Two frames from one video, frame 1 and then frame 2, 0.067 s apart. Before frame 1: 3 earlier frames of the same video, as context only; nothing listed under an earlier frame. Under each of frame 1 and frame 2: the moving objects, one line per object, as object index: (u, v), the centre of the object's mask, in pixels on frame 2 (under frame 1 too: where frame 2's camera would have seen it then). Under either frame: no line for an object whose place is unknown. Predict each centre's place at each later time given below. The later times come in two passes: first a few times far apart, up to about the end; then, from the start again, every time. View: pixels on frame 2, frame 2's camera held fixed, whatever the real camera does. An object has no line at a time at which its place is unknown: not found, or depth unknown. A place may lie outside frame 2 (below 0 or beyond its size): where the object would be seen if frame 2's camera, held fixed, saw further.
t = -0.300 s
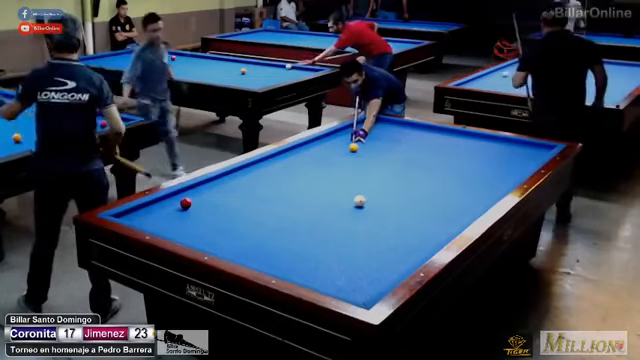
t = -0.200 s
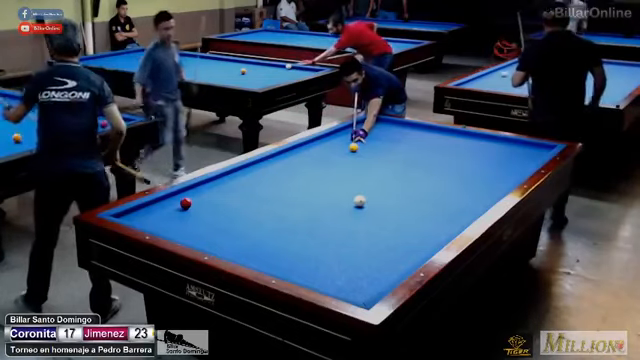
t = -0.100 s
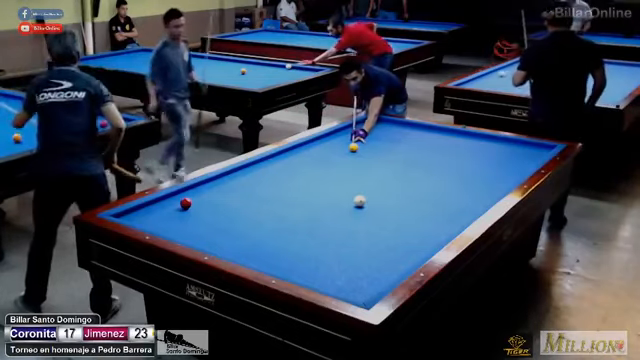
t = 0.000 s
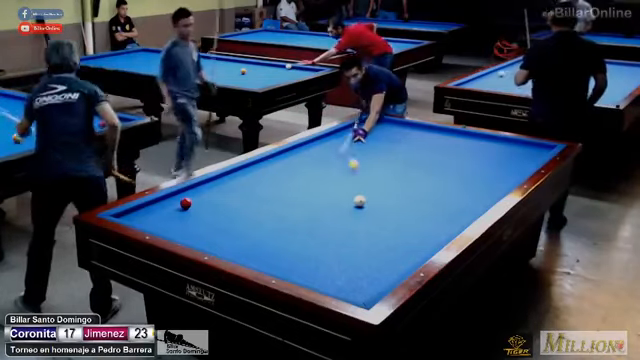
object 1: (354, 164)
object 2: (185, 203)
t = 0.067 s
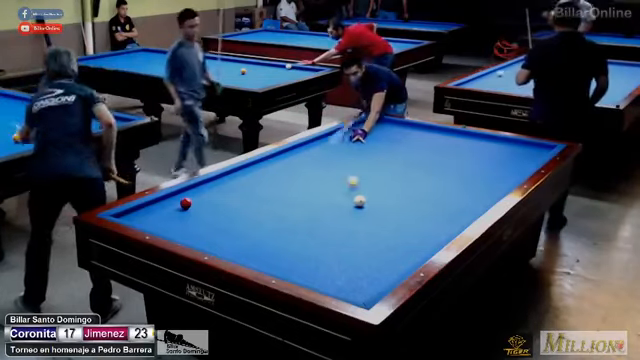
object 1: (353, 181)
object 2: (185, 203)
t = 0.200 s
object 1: (313, 205)
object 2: (185, 203)
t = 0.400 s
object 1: (218, 230)
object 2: (185, 203)
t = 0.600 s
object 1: (190, 214)
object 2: (185, 203)
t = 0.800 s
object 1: (221, 199)
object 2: (185, 197)
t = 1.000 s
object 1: (221, 181)
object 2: (204, 203)
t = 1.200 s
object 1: (248, 173)
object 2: (190, 209)
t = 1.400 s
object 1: (283, 168)
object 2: (181, 214)
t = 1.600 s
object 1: (315, 164)
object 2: (173, 218)
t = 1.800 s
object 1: (347, 159)
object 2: (164, 224)
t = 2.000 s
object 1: (377, 154)
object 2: (156, 228)
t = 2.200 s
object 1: (405, 150)
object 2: (162, 227)
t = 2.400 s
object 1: (431, 147)
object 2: (169, 225)
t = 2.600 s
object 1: (456, 143)
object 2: (176, 223)
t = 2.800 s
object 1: (481, 139)
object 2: (182, 222)
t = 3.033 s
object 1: (502, 140)
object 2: (189, 220)
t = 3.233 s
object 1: (514, 147)
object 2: (195, 218)
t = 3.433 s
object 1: (527, 153)
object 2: (200, 217)
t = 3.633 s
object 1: (531, 158)
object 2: (205, 216)
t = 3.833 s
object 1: (516, 160)
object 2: (210, 214)
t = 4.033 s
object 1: (500, 162)
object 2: (214, 214)
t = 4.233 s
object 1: (485, 164)
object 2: (218, 213)
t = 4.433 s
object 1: (469, 166)
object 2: (221, 212)
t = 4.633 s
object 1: (454, 168)
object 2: (225, 211)
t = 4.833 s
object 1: (438, 169)
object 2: (228, 211)
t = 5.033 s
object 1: (423, 171)
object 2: (230, 210)
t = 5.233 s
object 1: (407, 173)
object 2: (233, 210)
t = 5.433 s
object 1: (392, 175)
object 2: (235, 210)
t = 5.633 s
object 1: (377, 177)
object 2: (236, 210)
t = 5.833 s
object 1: (362, 178)
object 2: (237, 209)
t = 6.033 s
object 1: (346, 180)
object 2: (238, 209)
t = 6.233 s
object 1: (331, 182)
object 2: (239, 209)
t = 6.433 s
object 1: (316, 184)
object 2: (239, 209)
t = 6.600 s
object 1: (304, 185)
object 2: (239, 210)
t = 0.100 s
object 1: (352, 191)
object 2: (185, 203)
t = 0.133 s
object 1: (344, 198)
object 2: (185, 203)
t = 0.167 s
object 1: (329, 202)
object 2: (185, 203)
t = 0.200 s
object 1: (313, 205)
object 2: (185, 203)
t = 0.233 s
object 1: (297, 209)
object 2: (185, 203)
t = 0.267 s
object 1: (280, 214)
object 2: (185, 203)
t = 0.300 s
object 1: (264, 217)
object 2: (185, 203)
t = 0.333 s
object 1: (249, 221)
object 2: (185, 203)
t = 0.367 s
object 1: (233, 225)
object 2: (185, 203)
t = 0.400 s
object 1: (218, 230)
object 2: (185, 203)
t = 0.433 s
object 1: (202, 234)
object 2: (185, 203)
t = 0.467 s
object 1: (186, 235)
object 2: (185, 203)
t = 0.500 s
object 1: (184, 232)
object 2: (185, 203)
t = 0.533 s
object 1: (186, 226)
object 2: (185, 203)
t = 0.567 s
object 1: (188, 220)
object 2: (185, 203)
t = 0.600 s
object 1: (190, 214)
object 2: (185, 203)
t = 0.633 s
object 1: (190, 209)
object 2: (185, 202)
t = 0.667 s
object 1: (196, 206)
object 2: (182, 201)
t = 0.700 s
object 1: (203, 204)
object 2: (176, 197)
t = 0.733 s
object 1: (210, 202)
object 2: (173, 196)
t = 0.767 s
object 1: (216, 200)
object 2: (178, 196)
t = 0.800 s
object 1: (221, 199)
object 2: (185, 197)
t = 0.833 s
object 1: (225, 197)
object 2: (191, 198)
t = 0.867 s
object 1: (224, 193)
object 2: (196, 199)
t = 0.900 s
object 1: (224, 190)
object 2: (202, 200)
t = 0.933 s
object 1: (222, 187)
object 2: (207, 202)
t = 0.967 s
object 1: (222, 184)
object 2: (207, 203)
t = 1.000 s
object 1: (221, 181)
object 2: (204, 203)
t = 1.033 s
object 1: (221, 178)
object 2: (200, 204)
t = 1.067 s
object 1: (223, 176)
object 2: (197, 205)
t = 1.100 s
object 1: (228, 175)
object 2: (195, 206)
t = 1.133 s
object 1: (235, 175)
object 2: (193, 207)
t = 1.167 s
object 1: (243, 174)
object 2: (191, 208)
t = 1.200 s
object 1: (248, 173)
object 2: (190, 209)
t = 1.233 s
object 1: (254, 172)
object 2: (188, 209)
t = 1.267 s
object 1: (260, 171)
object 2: (187, 210)
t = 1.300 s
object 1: (266, 171)
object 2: (185, 211)
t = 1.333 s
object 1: (272, 170)
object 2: (184, 212)
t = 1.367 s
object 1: (278, 169)
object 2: (183, 213)
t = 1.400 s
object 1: (283, 168)
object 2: (181, 214)
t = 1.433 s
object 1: (289, 167)
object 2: (180, 215)
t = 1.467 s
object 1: (294, 166)
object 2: (178, 215)
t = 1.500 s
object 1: (300, 166)
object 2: (177, 216)
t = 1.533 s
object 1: (305, 165)
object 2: (175, 217)
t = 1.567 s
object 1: (311, 164)
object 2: (174, 218)
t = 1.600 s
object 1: (315, 164)
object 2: (173, 218)
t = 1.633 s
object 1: (321, 163)
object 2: (171, 220)
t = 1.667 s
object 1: (326, 162)
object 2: (170, 220)
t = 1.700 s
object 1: (331, 161)
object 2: (168, 221)
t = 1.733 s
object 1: (337, 161)
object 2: (167, 222)
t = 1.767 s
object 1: (342, 160)
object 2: (165, 223)
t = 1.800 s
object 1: (347, 159)
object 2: (164, 224)
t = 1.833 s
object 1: (351, 158)
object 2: (162, 225)
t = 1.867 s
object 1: (357, 157)
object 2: (161, 226)
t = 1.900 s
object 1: (362, 157)
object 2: (160, 226)
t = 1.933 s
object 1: (367, 156)
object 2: (159, 227)
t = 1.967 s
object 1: (372, 155)
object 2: (158, 227)
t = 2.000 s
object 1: (377, 154)
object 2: (156, 228)
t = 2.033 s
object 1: (382, 154)
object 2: (156, 228)
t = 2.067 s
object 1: (386, 153)
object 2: (157, 228)
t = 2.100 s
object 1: (391, 152)
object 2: (158, 228)
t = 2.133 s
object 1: (396, 152)
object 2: (160, 227)
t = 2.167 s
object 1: (400, 151)
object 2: (161, 227)
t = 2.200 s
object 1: (405, 150)
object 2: (162, 227)
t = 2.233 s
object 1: (410, 150)
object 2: (163, 227)
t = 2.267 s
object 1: (414, 149)
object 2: (164, 227)
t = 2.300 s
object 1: (418, 149)
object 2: (166, 226)
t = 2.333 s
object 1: (423, 148)
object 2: (167, 226)
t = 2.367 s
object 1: (427, 148)
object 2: (168, 225)
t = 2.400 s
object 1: (431, 147)
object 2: (169, 225)
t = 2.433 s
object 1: (435, 146)
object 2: (170, 225)
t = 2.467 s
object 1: (440, 146)
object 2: (171, 225)
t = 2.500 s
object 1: (444, 145)
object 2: (173, 224)
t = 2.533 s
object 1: (448, 144)
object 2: (174, 224)
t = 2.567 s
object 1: (452, 144)
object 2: (175, 224)
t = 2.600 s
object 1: (456, 143)
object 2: (176, 223)
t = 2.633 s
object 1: (460, 142)
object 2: (177, 223)
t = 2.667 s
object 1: (465, 142)
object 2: (178, 223)
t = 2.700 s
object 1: (469, 141)
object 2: (179, 222)
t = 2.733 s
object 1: (473, 141)
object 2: (180, 222)
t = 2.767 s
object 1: (476, 140)
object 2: (181, 222)
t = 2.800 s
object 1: (481, 139)
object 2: (182, 222)
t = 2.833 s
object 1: (485, 139)
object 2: (183, 221)
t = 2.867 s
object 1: (489, 139)
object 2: (185, 221)
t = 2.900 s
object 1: (492, 137)
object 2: (186, 221)
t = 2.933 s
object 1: (496, 137)
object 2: (187, 221)
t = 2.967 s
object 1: (498, 138)
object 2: (187, 220)
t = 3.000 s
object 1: (500, 139)
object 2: (189, 220)
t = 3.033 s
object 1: (502, 140)
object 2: (189, 220)
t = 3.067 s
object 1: (504, 141)
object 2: (190, 220)
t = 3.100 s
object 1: (506, 142)
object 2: (191, 219)
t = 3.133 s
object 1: (508, 143)
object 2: (192, 219)
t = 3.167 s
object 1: (510, 145)
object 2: (193, 219)
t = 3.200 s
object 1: (512, 146)
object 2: (194, 219)
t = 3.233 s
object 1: (514, 147)
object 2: (195, 218)
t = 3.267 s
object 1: (516, 148)
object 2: (196, 218)
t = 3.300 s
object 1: (518, 149)
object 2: (197, 218)
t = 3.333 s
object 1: (520, 150)
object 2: (198, 217)
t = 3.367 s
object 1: (523, 151)
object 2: (198, 217)
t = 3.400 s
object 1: (525, 152)
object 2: (199, 217)
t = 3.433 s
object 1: (527, 153)
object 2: (200, 217)
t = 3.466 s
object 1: (529, 154)
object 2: (201, 217)
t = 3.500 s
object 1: (531, 155)
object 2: (202, 217)
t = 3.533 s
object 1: (533, 157)
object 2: (203, 216)
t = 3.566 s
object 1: (535, 157)
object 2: (203, 216)
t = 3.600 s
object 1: (534, 158)
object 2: (205, 216)
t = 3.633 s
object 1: (531, 158)
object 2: (205, 216)
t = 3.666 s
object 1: (529, 159)
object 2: (206, 215)
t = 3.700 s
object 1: (527, 159)
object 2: (207, 215)
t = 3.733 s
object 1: (524, 160)
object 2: (208, 215)
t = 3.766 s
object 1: (521, 160)
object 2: (208, 215)
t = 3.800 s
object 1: (519, 160)
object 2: (209, 214)
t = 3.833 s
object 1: (516, 160)
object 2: (210, 214)
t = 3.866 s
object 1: (513, 160)
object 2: (210, 214)
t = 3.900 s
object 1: (511, 161)
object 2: (211, 214)
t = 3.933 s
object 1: (508, 161)
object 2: (212, 214)
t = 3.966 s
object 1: (505, 162)
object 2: (213, 214)
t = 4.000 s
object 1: (503, 162)
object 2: (213, 214)
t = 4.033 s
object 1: (500, 162)
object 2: (214, 214)
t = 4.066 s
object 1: (498, 162)
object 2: (215, 213)
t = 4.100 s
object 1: (495, 163)
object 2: (216, 213)
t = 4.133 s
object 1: (493, 163)
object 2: (216, 213)
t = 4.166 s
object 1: (490, 164)
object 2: (217, 213)
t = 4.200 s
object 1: (487, 164)
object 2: (217, 213)
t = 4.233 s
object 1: (485, 164)
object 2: (218, 213)
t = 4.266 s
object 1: (482, 165)
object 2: (219, 213)
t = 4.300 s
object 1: (479, 165)
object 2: (219, 213)
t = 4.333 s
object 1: (477, 165)
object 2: (220, 212)
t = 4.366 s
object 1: (474, 165)
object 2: (220, 212)
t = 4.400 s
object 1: (472, 166)
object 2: (221, 212)
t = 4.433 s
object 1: (469, 166)
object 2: (221, 212)
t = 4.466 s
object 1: (467, 166)
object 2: (222, 212)
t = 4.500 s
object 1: (464, 167)
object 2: (223, 212)
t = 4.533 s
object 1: (461, 167)
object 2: (223, 212)
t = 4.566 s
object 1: (459, 167)
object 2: (224, 212)
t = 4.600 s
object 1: (456, 167)
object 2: (224, 211)
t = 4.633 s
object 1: (454, 168)
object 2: (225, 211)
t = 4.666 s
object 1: (452, 168)
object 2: (225, 211)
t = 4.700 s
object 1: (449, 168)
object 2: (226, 211)
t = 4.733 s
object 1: (446, 168)
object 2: (226, 211)
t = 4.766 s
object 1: (443, 169)
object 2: (227, 211)
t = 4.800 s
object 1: (440, 169)
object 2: (227, 211)
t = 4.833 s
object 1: (438, 169)
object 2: (228, 211)
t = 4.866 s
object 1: (436, 170)
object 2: (228, 210)
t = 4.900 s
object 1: (433, 170)
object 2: (229, 210)
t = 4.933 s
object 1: (430, 170)
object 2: (229, 210)
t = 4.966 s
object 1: (428, 171)
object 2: (229, 210)
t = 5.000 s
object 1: (425, 171)
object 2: (230, 210)
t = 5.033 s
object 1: (423, 171)
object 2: (230, 210)
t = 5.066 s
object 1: (420, 172)
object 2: (231, 210)
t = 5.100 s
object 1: (418, 172)
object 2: (231, 210)
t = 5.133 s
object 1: (416, 172)
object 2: (232, 210)
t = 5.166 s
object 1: (413, 172)
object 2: (232, 210)
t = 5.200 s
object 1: (410, 173)
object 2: (232, 210)
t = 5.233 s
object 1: (407, 173)
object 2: (233, 210)
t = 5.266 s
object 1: (405, 173)
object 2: (233, 210)
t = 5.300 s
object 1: (402, 174)
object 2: (233, 210)
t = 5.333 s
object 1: (400, 174)
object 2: (234, 210)
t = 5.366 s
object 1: (397, 174)
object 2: (234, 210)
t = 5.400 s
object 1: (394, 175)
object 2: (234, 209)
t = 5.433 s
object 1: (392, 175)
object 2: (235, 210)
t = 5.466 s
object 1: (389, 175)
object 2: (235, 210)
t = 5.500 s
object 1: (387, 175)
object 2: (235, 210)
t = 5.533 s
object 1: (384, 176)
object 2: (236, 210)
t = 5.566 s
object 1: (382, 176)
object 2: (236, 210)
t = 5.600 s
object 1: (379, 176)
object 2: (236, 210)
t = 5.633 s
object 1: (377, 177)
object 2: (236, 210)
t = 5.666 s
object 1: (374, 177)
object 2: (236, 210)
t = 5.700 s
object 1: (372, 177)
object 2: (237, 209)
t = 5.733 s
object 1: (369, 177)
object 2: (237, 209)
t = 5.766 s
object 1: (367, 178)
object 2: (237, 209)
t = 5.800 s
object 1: (364, 178)
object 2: (237, 209)
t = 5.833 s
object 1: (362, 178)
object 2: (237, 209)
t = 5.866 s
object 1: (359, 179)
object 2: (237, 209)
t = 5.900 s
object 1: (356, 179)
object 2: (238, 209)
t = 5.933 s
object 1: (354, 179)
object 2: (238, 209)
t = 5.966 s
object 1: (351, 180)
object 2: (238, 209)
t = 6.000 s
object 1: (349, 180)
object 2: (238, 209)
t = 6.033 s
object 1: (346, 180)
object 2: (238, 209)
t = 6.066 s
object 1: (344, 181)
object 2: (238, 209)
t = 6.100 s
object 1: (342, 181)
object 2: (238, 209)
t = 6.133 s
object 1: (339, 181)
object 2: (238, 209)
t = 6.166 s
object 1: (337, 182)
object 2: (238, 209)
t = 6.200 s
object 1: (334, 182)
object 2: (239, 209)
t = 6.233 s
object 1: (331, 182)
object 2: (239, 209)
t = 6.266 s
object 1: (329, 182)
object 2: (239, 210)
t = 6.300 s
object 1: (326, 183)
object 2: (239, 210)
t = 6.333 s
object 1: (324, 183)
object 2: (239, 209)
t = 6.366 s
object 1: (322, 183)
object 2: (239, 210)
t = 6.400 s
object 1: (319, 183)
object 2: (239, 209)
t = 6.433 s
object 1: (316, 184)
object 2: (239, 209)
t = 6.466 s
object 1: (314, 184)
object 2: (239, 209)
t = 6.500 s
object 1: (311, 184)
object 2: (239, 209)
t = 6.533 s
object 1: (309, 185)
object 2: (239, 209)
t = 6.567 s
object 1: (307, 185)
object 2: (239, 209)
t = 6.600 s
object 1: (304, 185)
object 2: (239, 210)
